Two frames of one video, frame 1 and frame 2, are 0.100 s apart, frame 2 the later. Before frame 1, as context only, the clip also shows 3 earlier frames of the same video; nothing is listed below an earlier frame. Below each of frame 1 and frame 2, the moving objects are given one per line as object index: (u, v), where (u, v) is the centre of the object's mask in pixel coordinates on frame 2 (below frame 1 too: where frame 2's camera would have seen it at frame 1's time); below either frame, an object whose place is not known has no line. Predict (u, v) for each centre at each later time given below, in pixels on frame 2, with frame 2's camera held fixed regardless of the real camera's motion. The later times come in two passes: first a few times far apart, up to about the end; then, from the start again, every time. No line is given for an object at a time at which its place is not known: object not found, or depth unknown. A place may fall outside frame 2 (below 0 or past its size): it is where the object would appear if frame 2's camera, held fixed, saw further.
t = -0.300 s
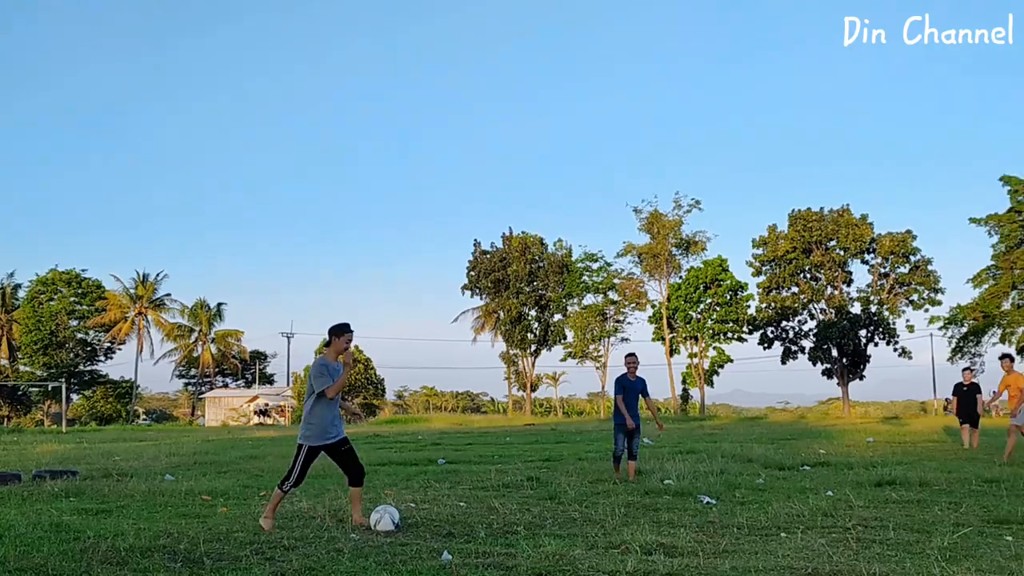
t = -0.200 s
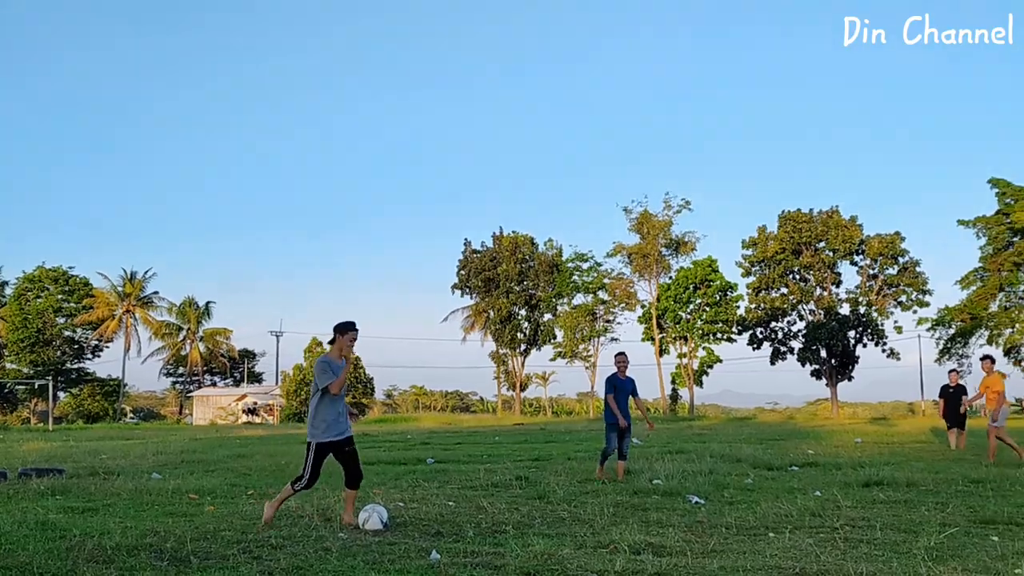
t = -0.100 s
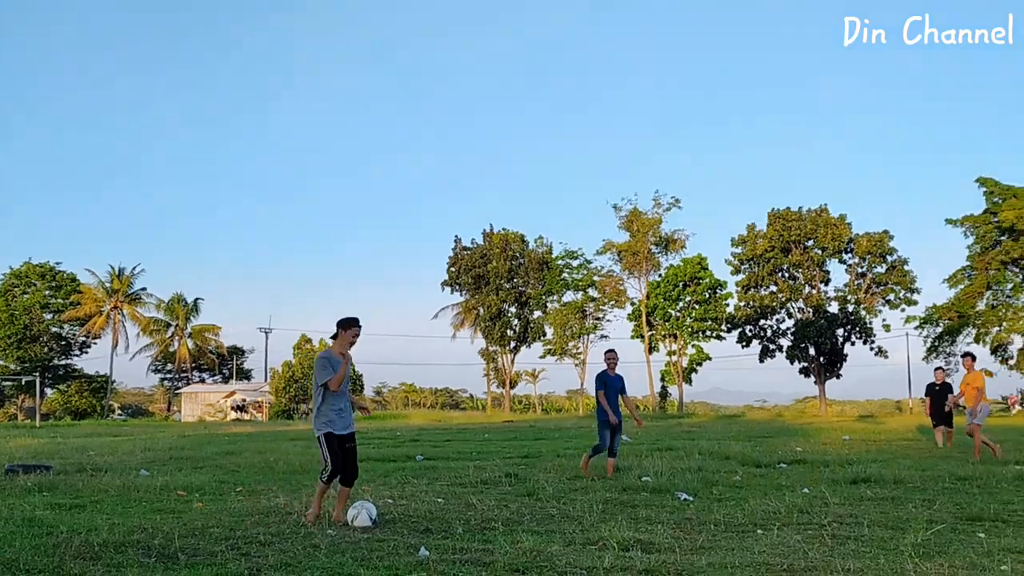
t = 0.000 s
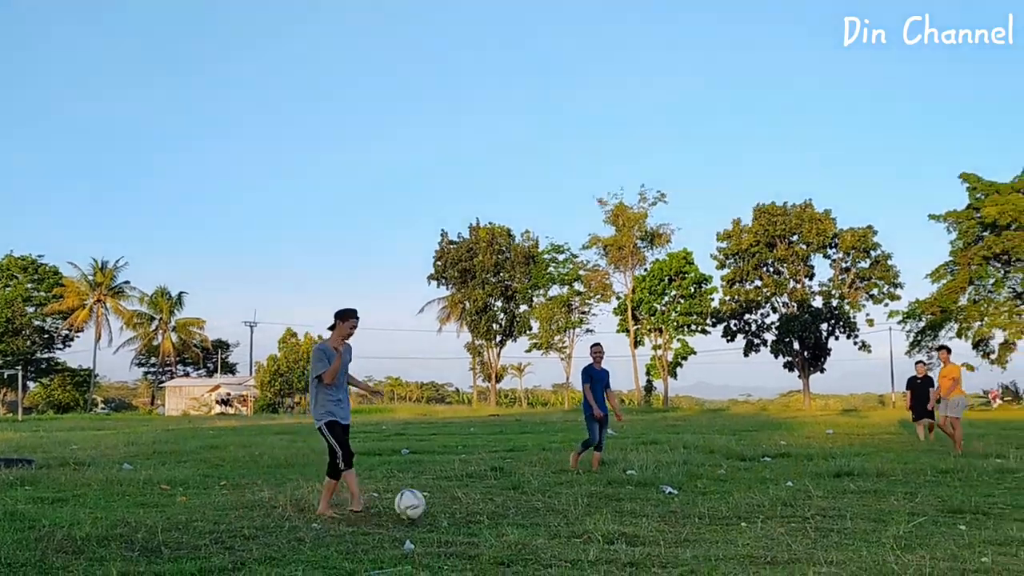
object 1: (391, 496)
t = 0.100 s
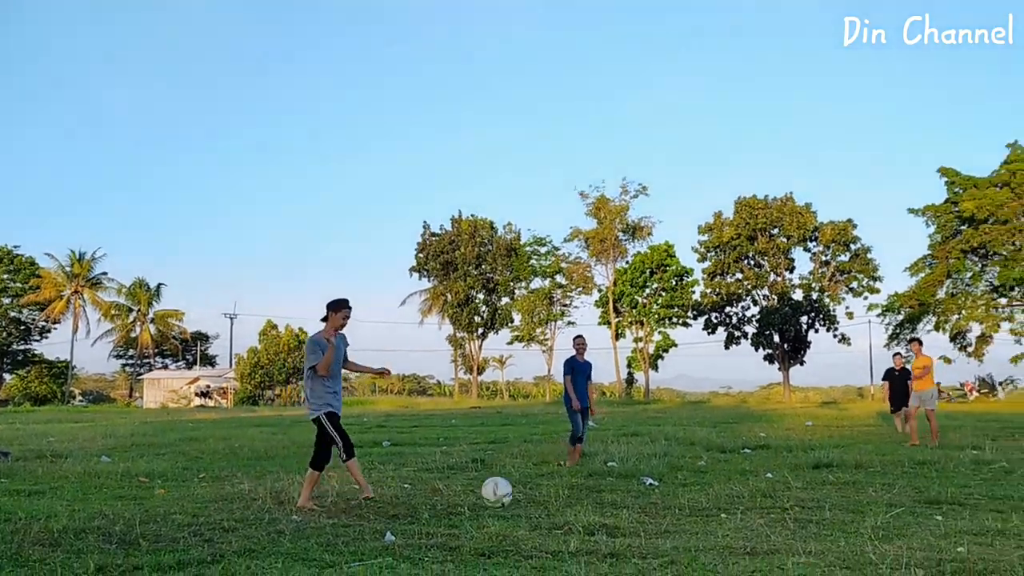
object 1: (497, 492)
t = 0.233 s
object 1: (645, 509)
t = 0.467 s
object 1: (863, 499)
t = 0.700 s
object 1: (1060, 500)
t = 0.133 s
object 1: (533, 493)
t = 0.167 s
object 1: (570, 497)
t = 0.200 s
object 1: (607, 502)
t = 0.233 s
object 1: (645, 509)
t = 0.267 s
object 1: (680, 509)
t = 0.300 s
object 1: (710, 505)
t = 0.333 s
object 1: (741, 500)
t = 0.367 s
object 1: (771, 498)
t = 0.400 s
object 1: (801, 496)
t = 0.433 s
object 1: (832, 497)
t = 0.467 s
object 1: (863, 499)
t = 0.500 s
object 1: (896, 505)
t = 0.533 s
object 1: (927, 510)
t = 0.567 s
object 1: (956, 510)
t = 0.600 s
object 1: (981, 506)
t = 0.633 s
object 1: (1008, 502)
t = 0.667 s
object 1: (1034, 501)
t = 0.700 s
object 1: (1060, 500)
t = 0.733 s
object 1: (1087, 502)
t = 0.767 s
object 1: (1115, 505)
